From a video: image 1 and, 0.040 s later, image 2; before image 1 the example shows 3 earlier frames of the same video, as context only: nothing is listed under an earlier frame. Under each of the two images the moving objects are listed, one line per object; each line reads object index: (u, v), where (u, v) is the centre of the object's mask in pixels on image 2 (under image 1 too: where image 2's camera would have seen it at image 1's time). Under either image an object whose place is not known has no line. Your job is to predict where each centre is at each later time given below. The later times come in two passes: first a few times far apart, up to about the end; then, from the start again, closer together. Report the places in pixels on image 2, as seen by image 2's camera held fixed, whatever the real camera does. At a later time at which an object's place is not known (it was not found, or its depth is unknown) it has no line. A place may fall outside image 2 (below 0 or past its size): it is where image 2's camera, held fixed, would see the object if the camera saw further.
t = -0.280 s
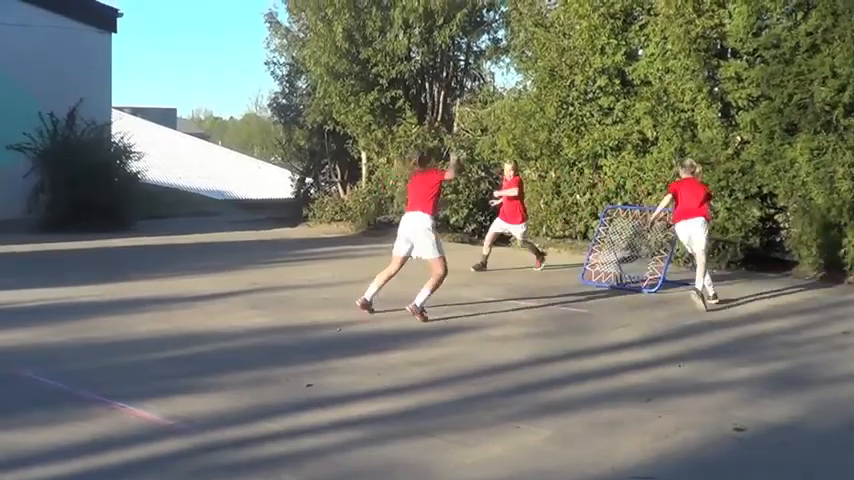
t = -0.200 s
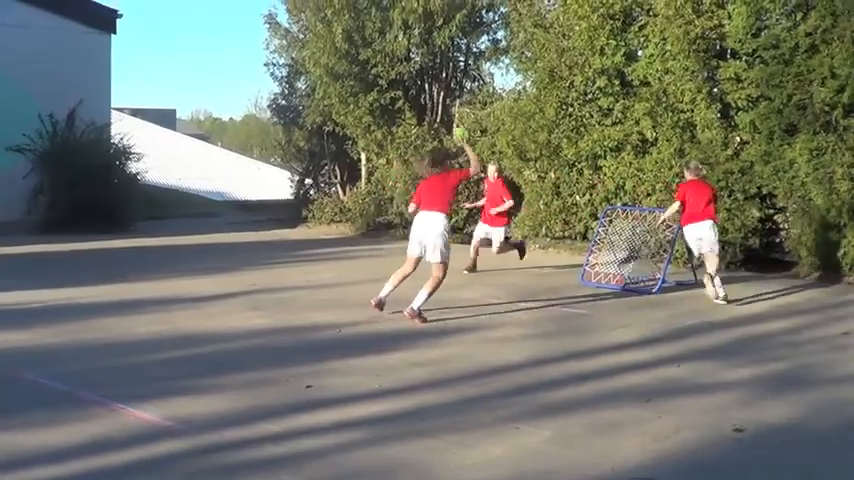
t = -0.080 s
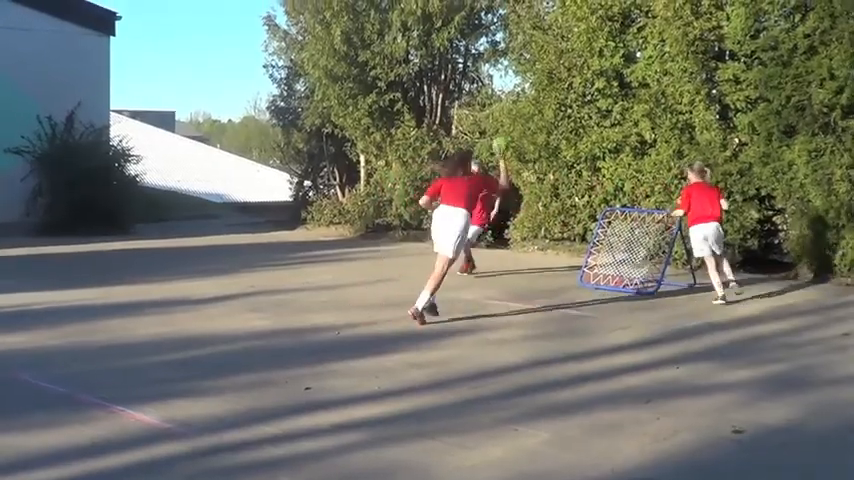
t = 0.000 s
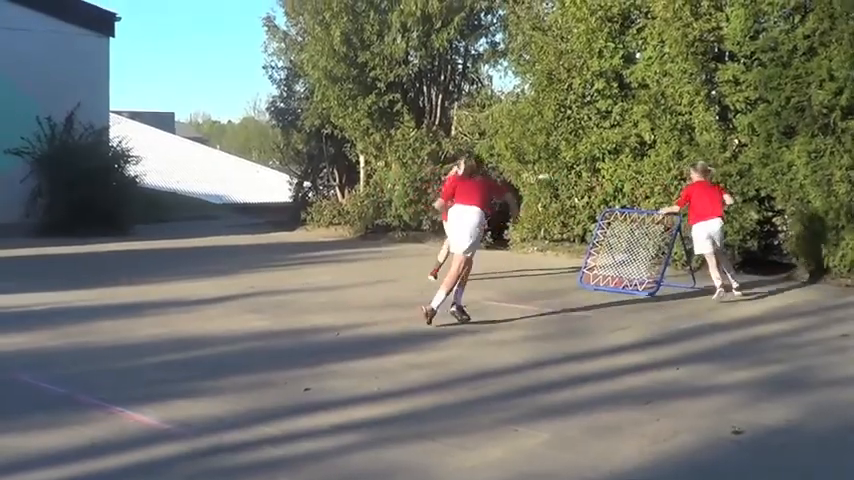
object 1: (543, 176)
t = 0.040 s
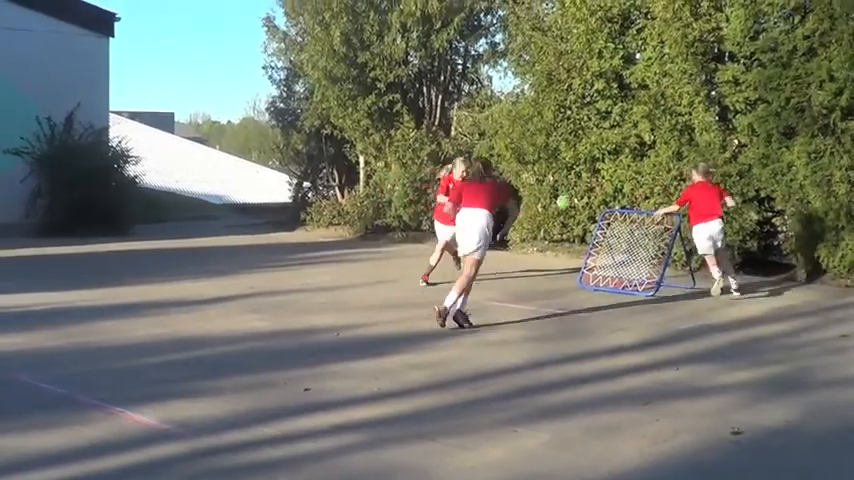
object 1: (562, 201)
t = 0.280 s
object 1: (587, 235)
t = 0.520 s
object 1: (491, 183)
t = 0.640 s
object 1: (434, 175)
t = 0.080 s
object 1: (583, 223)
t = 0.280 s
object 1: (587, 235)
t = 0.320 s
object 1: (571, 226)
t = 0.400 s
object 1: (543, 204)
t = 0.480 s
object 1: (509, 188)
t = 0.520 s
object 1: (491, 183)
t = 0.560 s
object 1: (473, 179)
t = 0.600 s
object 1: (454, 176)
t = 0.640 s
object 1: (434, 175)
